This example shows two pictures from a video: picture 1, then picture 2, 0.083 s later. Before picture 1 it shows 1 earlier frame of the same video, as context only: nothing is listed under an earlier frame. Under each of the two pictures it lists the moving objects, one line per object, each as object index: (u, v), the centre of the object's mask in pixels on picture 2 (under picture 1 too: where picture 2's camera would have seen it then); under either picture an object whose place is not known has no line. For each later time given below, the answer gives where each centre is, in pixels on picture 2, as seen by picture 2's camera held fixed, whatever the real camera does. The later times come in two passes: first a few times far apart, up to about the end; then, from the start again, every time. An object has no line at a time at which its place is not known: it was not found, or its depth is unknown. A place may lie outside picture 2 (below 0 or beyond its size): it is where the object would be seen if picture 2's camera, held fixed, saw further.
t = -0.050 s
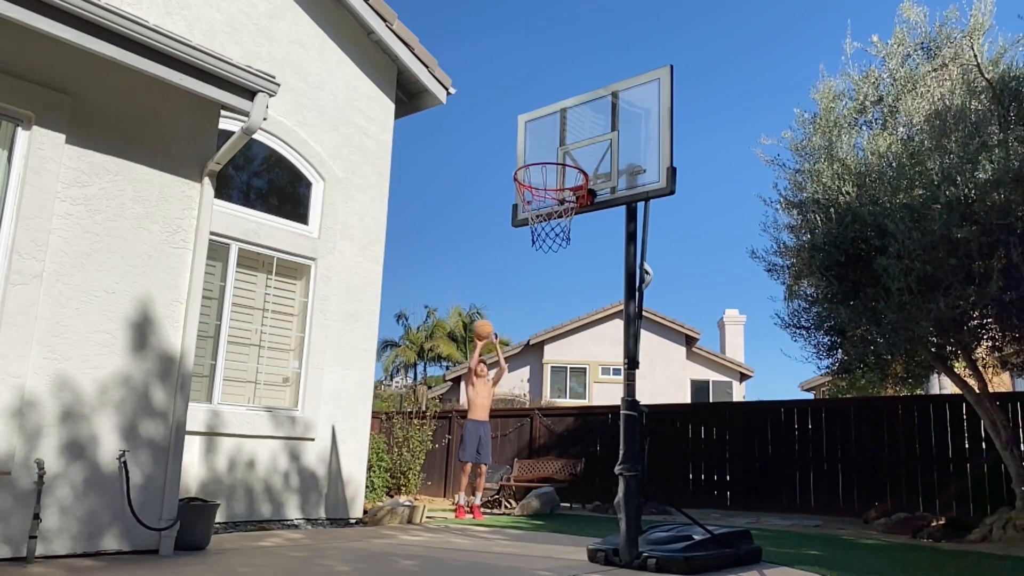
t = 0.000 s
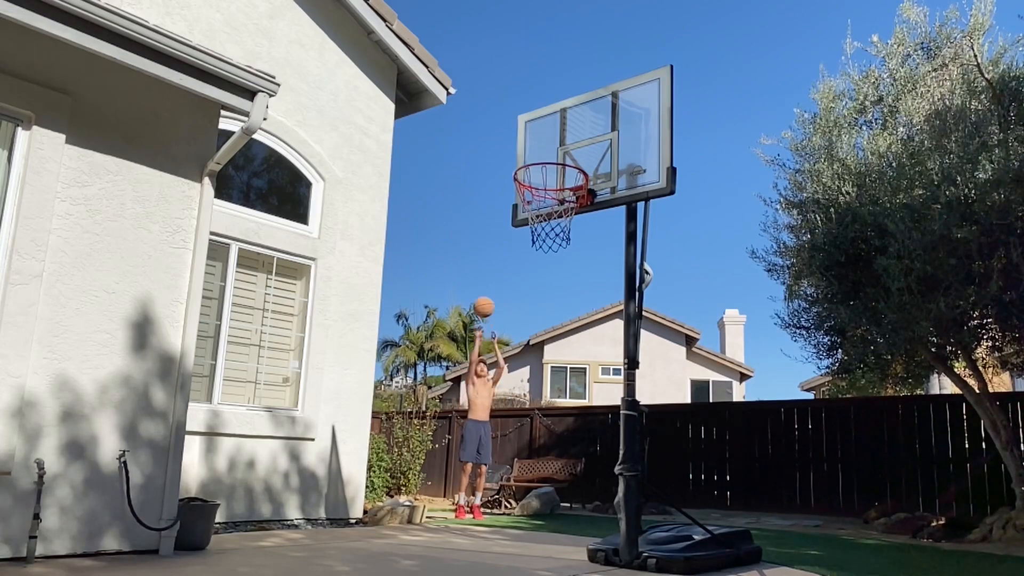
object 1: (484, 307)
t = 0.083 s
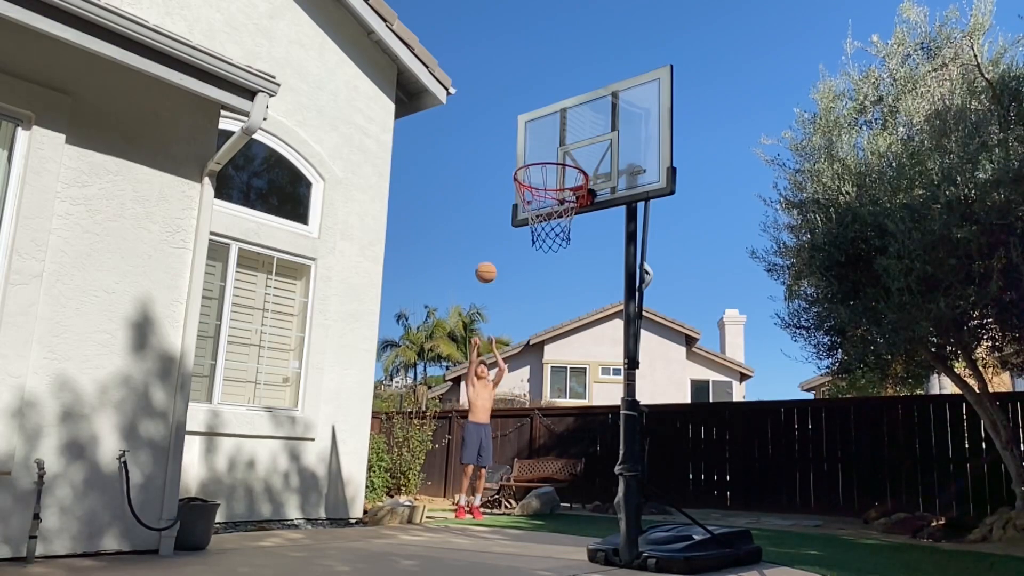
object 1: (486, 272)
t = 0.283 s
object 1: (489, 210)
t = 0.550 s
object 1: (492, 175)
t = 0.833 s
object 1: (491, 208)
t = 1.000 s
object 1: (488, 267)
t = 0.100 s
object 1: (486, 266)
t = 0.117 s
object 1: (486, 260)
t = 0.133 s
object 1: (487, 254)
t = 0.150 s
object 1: (487, 248)
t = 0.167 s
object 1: (487, 243)
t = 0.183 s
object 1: (488, 238)
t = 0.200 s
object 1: (488, 233)
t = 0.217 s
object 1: (488, 228)
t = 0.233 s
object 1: (489, 223)
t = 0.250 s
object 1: (489, 219)
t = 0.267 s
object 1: (489, 214)
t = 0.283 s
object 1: (489, 210)
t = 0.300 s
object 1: (489, 207)
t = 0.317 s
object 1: (489, 203)
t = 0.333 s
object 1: (490, 199)
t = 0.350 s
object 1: (490, 196)
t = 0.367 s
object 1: (490, 193)
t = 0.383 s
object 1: (490, 190)
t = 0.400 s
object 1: (491, 188)
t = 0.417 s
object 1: (491, 185)
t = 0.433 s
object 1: (491, 184)
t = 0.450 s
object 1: (491, 182)
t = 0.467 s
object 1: (491, 180)
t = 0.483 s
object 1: (491, 178)
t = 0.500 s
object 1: (491, 177)
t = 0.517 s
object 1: (491, 176)
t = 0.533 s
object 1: (491, 176)
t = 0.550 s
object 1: (492, 175)
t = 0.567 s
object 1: (492, 175)
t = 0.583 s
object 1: (492, 175)
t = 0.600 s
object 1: (492, 176)
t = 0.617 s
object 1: (492, 176)
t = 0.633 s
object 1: (492, 177)
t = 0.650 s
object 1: (492, 178)
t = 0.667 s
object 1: (492, 179)
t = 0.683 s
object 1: (491, 181)
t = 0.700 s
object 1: (491, 183)
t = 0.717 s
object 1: (491, 185)
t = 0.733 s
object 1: (491, 188)
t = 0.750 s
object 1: (491, 190)
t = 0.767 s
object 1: (491, 193)
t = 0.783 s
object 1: (491, 196)
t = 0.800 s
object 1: (491, 200)
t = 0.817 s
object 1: (491, 204)
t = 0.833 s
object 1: (491, 208)
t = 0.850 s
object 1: (491, 212)
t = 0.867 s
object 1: (491, 217)
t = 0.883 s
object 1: (490, 222)
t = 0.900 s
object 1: (490, 228)
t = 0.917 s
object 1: (490, 233)
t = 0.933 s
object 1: (490, 239)
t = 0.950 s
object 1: (489, 246)
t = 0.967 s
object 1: (489, 253)
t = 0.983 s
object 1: (489, 260)
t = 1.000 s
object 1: (488, 267)
